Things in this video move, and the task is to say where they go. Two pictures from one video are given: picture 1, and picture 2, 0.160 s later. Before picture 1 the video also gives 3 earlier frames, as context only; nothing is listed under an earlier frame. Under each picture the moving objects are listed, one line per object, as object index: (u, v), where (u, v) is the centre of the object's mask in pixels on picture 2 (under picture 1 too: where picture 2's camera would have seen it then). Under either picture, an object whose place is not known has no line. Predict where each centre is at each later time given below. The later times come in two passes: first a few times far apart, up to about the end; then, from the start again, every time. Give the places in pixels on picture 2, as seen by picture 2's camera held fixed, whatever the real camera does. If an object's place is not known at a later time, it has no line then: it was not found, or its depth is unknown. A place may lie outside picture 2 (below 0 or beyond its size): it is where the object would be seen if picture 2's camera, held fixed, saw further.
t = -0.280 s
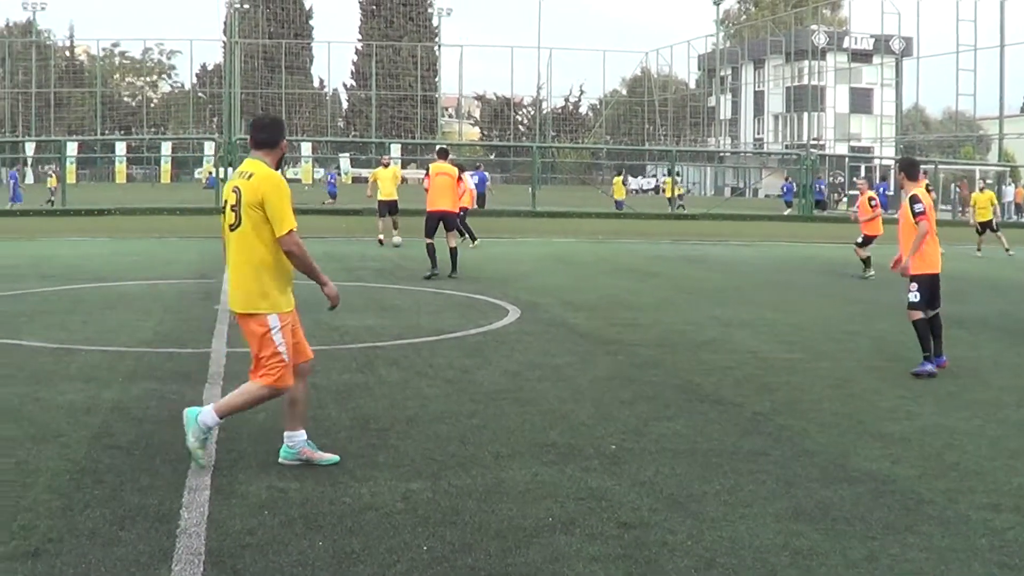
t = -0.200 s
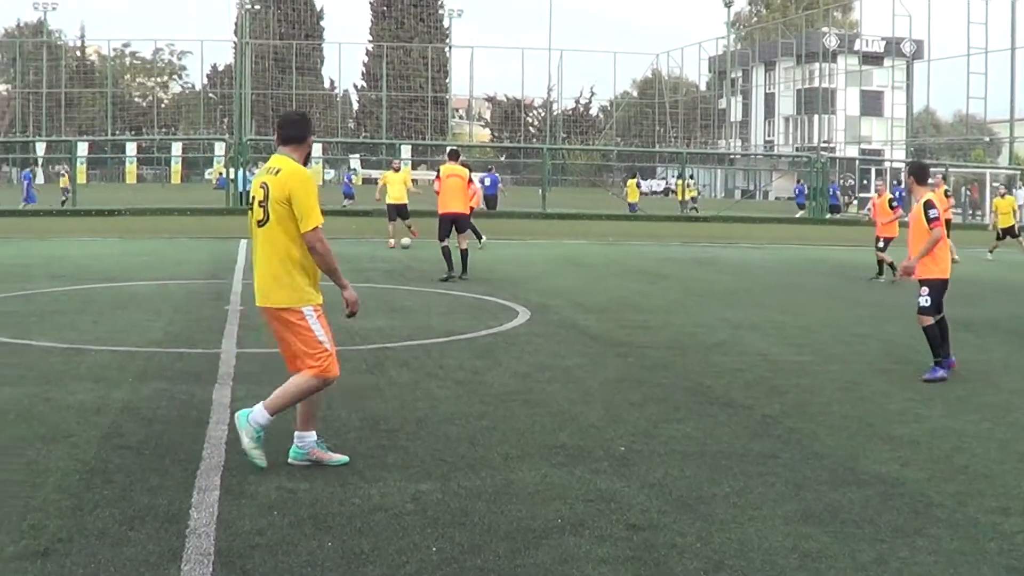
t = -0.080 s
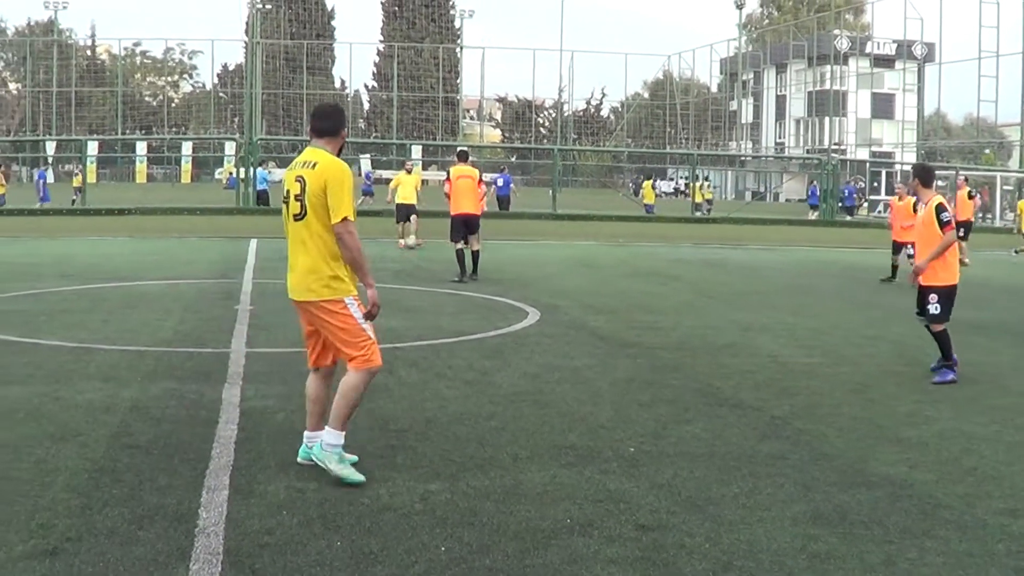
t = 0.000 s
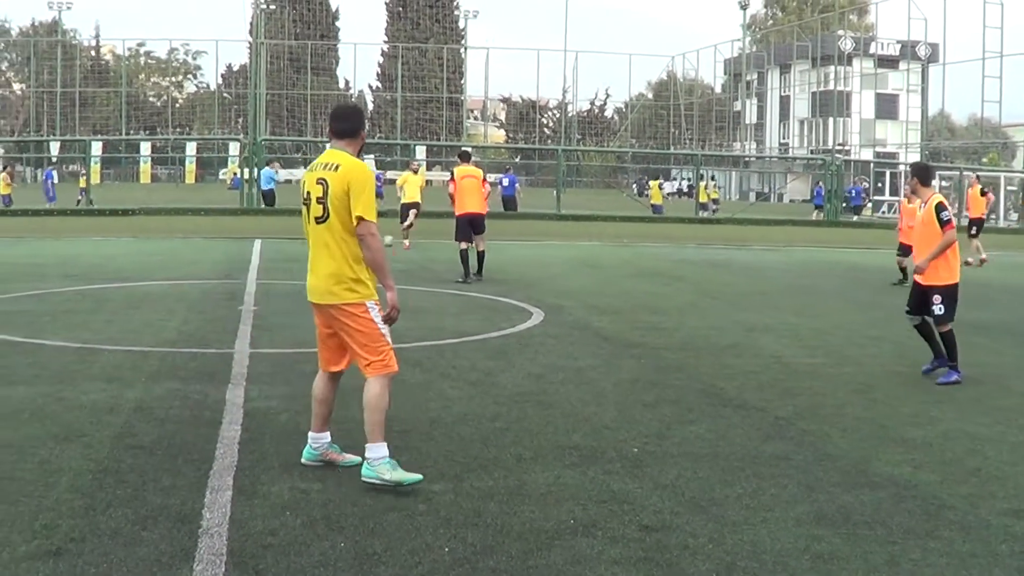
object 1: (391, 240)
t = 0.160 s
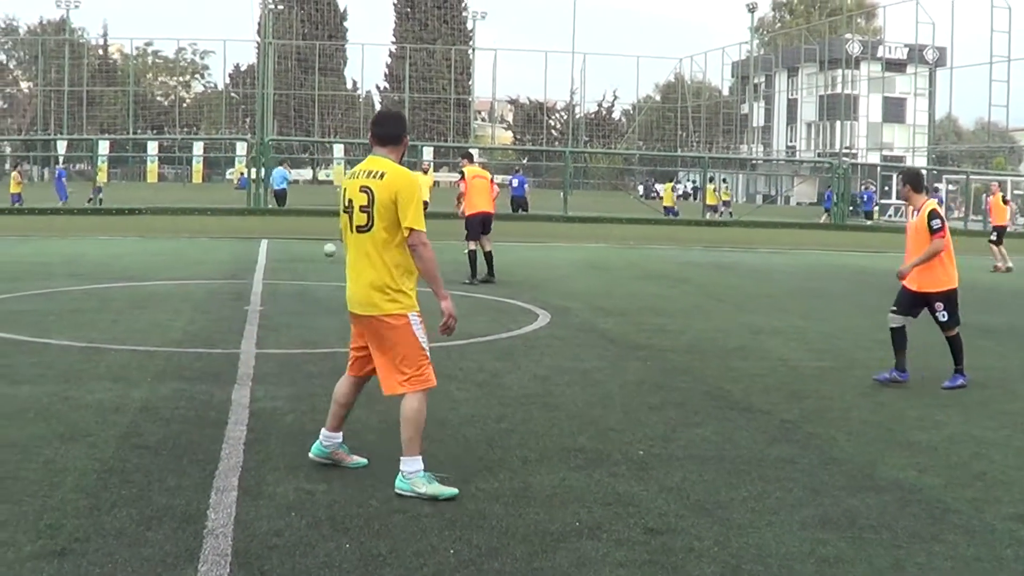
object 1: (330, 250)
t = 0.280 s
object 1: (275, 260)
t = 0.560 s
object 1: (134, 269)
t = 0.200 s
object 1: (312, 256)
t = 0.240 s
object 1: (292, 262)
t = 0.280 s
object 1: (275, 260)
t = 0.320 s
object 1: (257, 258)
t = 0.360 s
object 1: (239, 257)
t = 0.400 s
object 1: (218, 257)
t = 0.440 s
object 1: (198, 257)
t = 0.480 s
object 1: (177, 259)
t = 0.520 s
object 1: (155, 263)
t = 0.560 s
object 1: (134, 269)
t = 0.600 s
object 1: (112, 277)
